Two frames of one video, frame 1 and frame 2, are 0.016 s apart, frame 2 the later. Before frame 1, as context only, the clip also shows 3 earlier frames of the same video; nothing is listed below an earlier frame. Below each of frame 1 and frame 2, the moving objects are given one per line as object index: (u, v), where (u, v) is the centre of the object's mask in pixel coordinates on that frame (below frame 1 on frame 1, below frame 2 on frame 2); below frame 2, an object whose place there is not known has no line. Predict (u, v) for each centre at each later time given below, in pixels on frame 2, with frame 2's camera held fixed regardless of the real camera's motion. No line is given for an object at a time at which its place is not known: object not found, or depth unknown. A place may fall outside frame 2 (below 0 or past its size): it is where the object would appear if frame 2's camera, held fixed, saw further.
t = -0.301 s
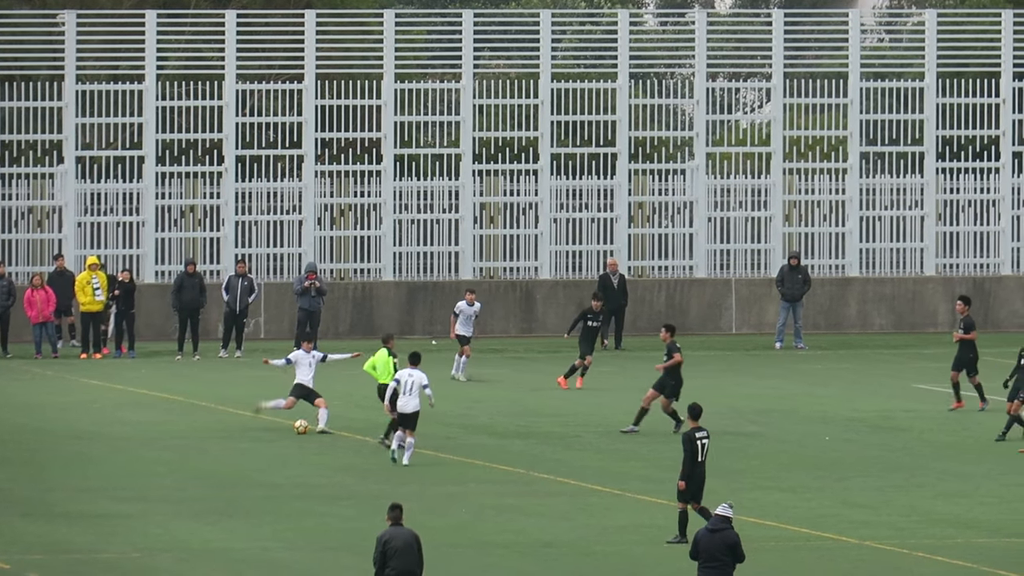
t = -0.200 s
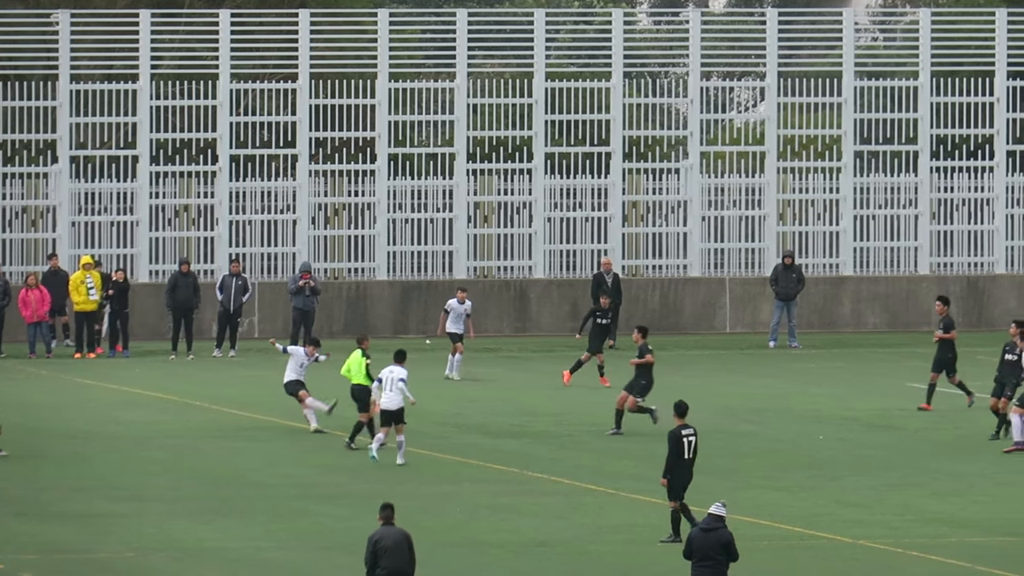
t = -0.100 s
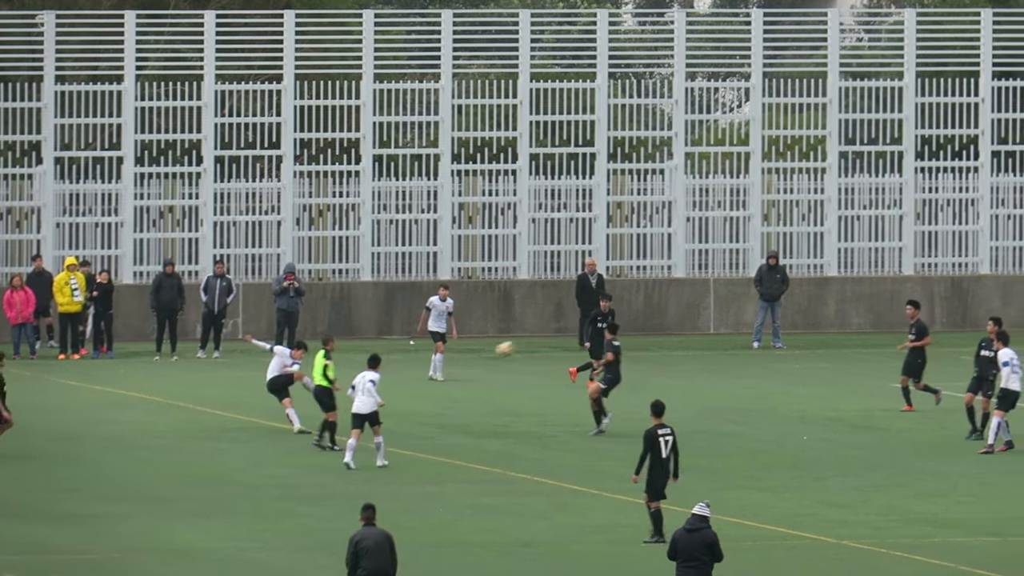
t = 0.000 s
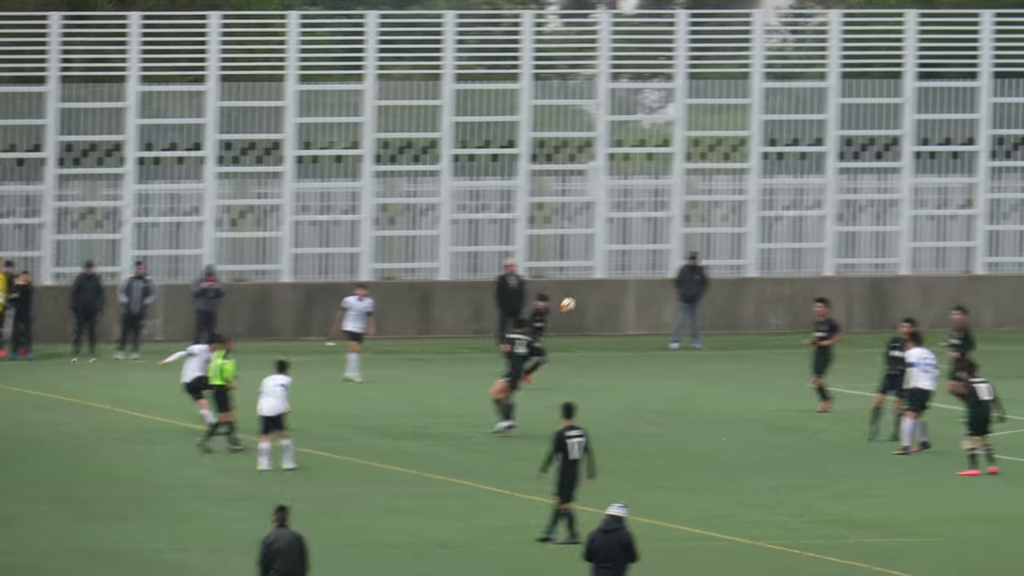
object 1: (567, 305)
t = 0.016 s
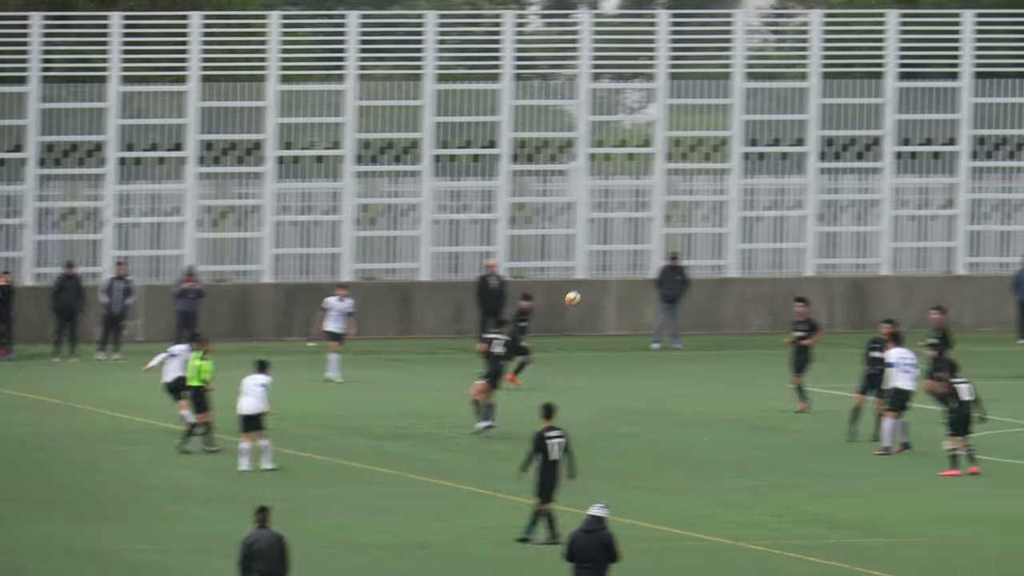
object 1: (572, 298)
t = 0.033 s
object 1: (595, 291)
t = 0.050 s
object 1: (617, 285)
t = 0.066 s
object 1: (639, 278)
